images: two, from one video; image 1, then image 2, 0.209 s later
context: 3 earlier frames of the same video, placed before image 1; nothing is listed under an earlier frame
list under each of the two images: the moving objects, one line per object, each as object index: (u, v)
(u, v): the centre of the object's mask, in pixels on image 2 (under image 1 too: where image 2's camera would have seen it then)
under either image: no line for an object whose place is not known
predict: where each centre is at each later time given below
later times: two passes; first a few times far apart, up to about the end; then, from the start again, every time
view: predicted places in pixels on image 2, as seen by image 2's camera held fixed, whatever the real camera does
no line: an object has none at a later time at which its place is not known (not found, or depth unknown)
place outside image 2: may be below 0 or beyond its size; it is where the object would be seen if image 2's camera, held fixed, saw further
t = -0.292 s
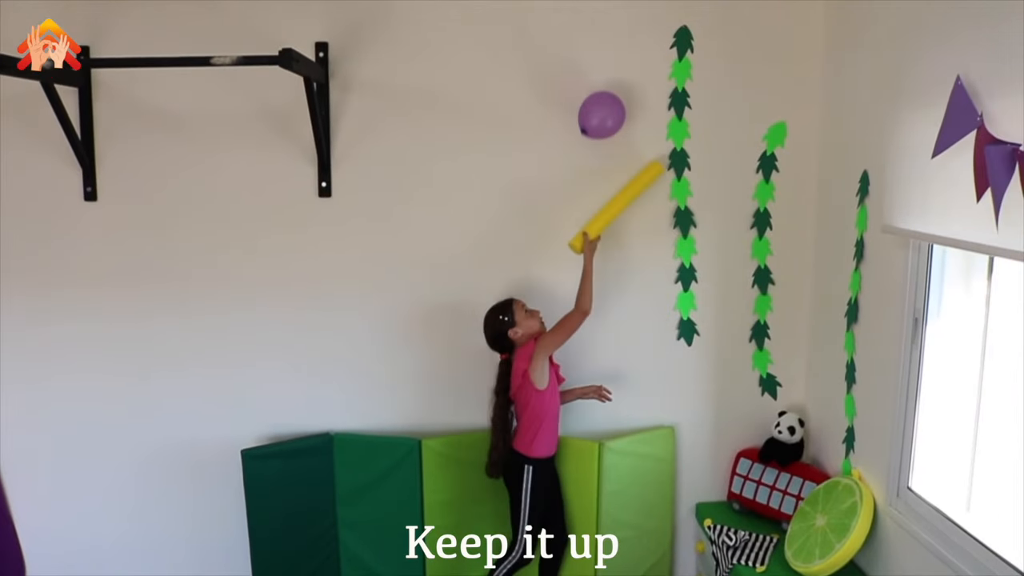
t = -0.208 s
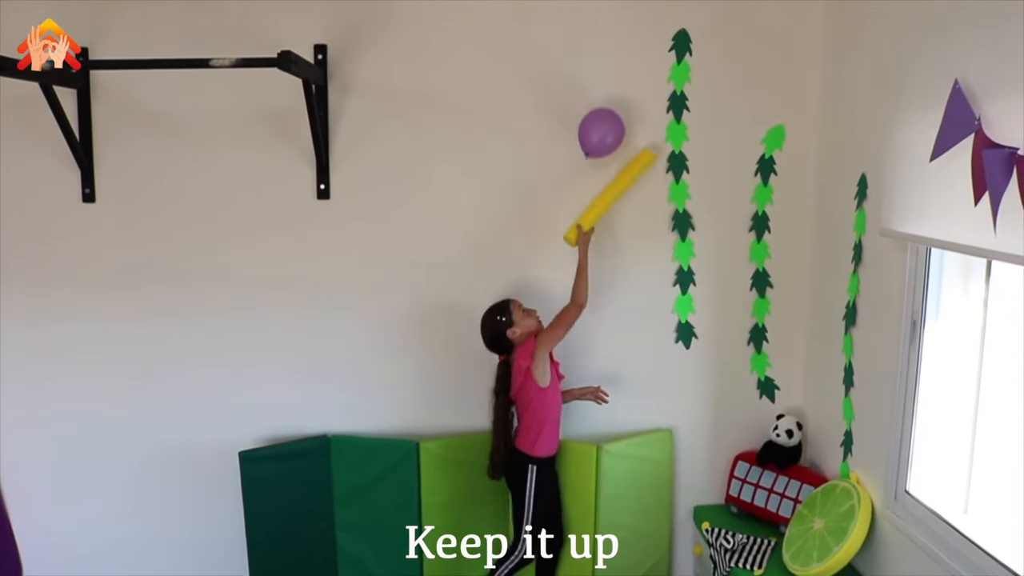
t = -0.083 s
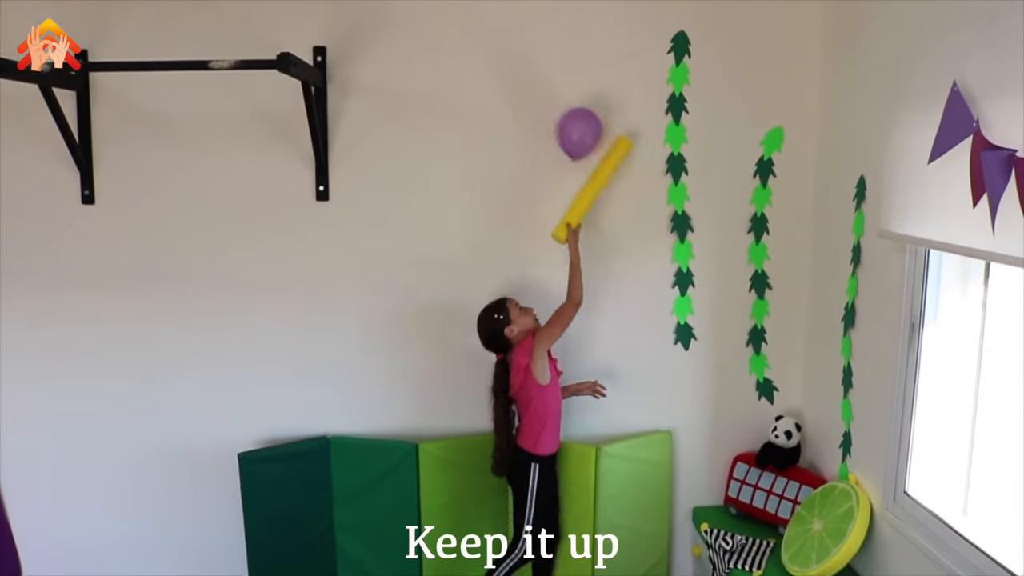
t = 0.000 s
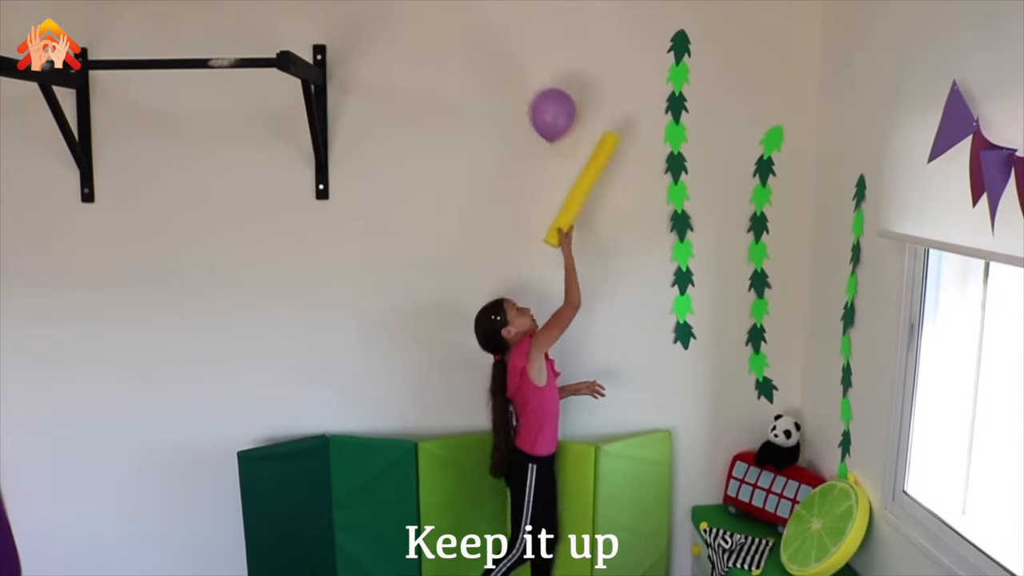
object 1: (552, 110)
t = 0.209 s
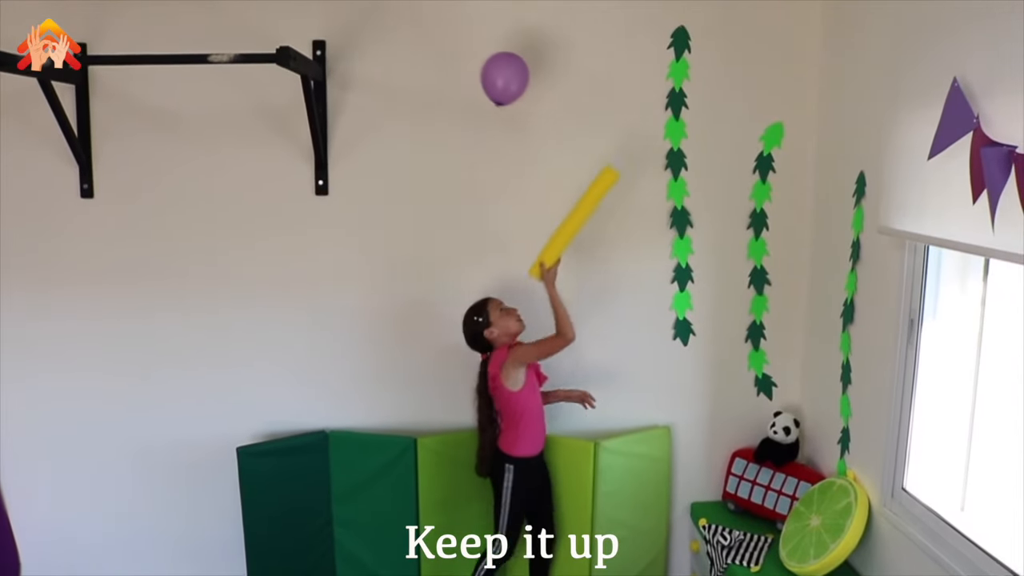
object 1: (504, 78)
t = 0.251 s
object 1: (498, 74)
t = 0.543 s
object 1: (464, 69)
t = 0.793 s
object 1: (446, 99)
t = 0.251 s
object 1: (498, 74)
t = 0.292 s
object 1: (492, 70)
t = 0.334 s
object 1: (486, 68)
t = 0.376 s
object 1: (481, 67)
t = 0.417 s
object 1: (476, 66)
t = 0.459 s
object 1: (472, 66)
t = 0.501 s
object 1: (468, 67)
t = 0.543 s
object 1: (464, 69)
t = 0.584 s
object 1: (460, 72)
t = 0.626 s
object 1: (456, 75)
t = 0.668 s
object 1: (453, 80)
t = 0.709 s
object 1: (450, 86)
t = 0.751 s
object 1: (448, 92)
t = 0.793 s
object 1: (446, 99)
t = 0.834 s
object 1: (444, 107)
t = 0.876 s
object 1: (443, 116)
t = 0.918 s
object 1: (443, 125)
